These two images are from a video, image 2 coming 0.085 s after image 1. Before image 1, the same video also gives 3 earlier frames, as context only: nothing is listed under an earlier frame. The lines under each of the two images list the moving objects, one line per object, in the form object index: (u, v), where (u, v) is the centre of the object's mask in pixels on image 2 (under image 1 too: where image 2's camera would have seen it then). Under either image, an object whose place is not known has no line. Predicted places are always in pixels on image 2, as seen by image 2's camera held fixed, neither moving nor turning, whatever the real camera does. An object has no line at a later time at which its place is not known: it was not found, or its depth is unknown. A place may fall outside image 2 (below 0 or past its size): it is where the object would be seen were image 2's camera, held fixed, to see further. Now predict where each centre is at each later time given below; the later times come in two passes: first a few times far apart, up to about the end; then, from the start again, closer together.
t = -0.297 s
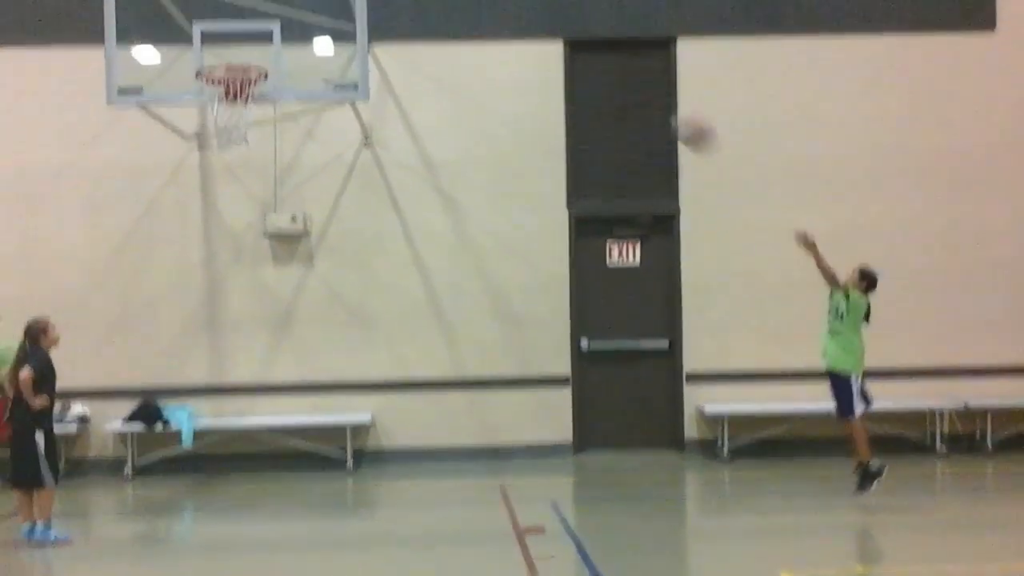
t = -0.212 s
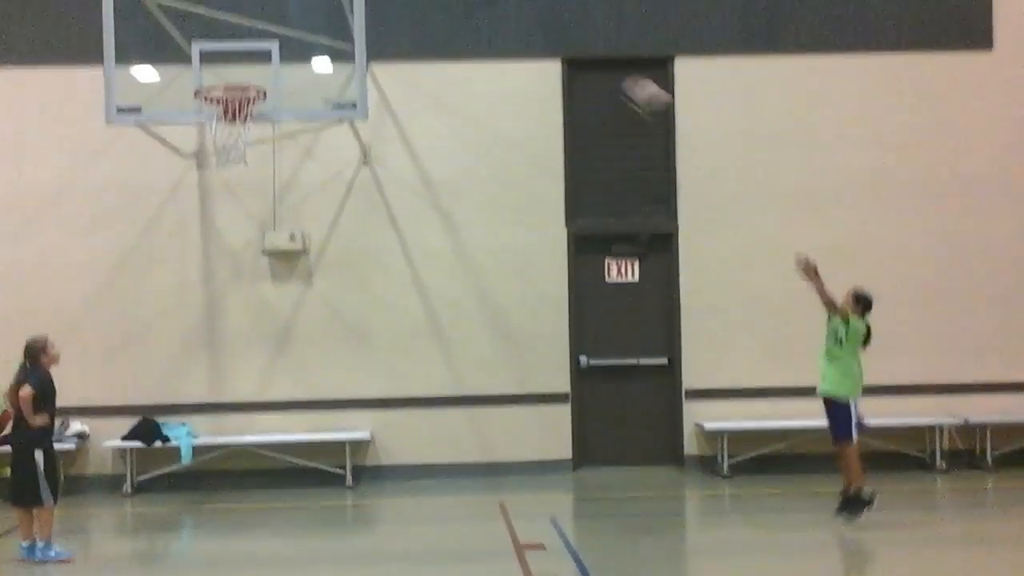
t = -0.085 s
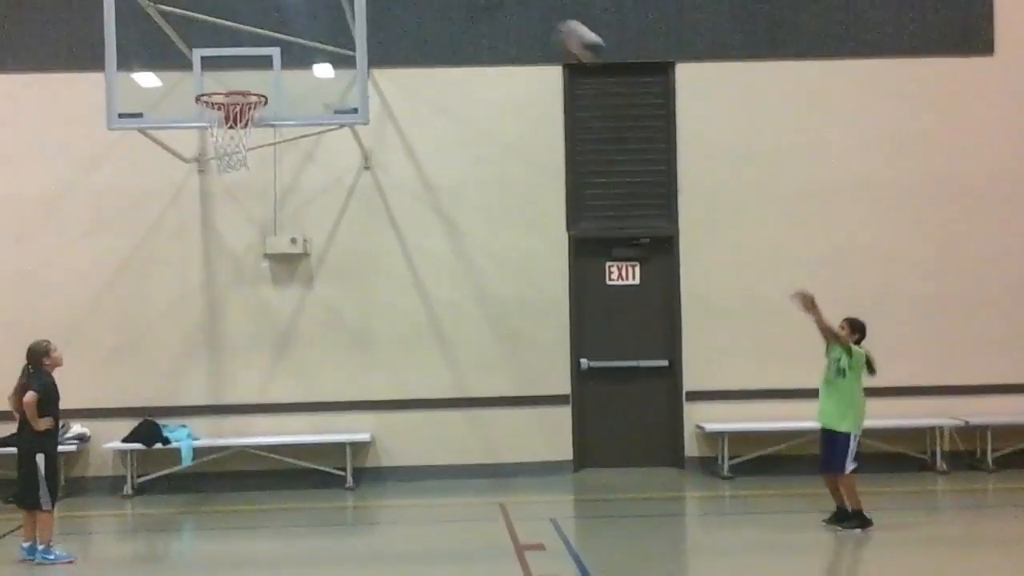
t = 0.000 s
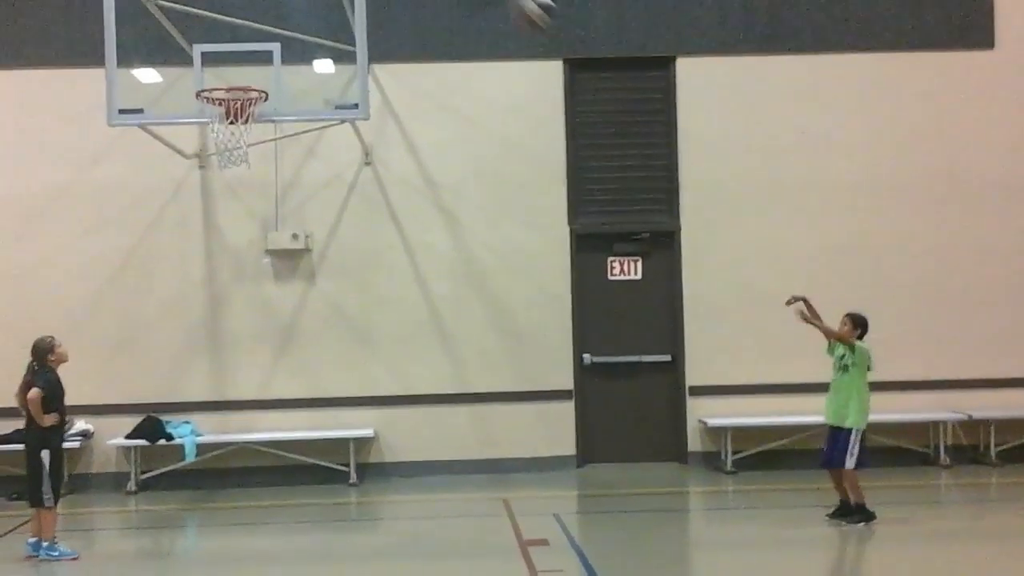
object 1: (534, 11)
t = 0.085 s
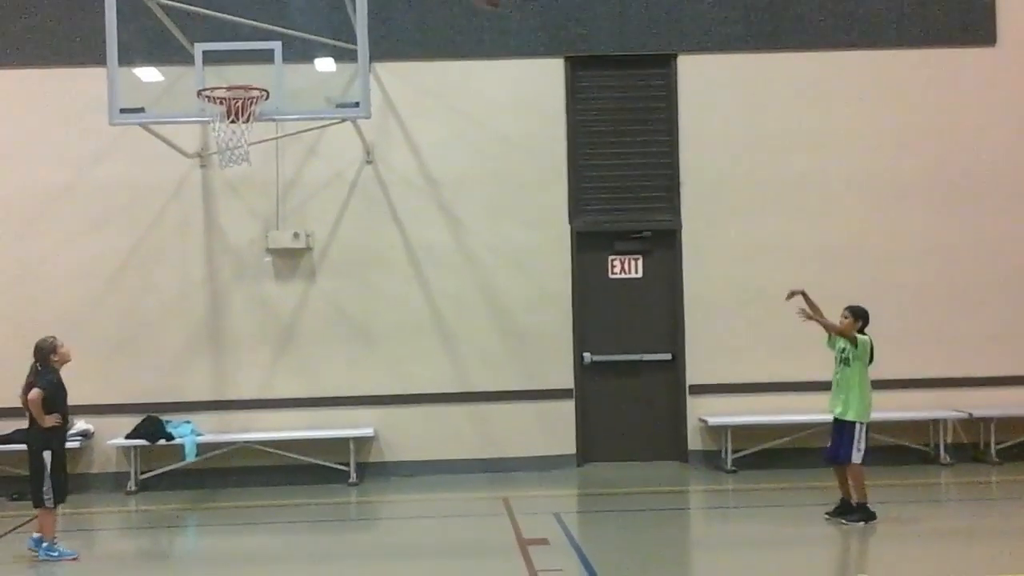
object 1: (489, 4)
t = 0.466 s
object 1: (285, 31)
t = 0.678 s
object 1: (201, 73)
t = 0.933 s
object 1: (154, 91)
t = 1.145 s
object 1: (131, 133)
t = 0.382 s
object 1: (326, 11)
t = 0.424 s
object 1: (309, 16)
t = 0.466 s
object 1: (285, 31)
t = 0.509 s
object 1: (261, 55)
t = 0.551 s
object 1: (241, 71)
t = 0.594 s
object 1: (225, 71)
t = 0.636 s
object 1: (210, 74)
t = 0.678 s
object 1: (201, 73)
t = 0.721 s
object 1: (193, 69)
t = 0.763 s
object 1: (185, 68)
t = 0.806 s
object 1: (176, 70)
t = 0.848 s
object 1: (168, 75)
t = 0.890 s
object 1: (162, 81)
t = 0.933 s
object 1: (154, 91)
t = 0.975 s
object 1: (148, 95)
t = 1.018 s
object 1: (144, 99)
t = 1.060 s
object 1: (140, 107)
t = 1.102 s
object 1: (135, 119)
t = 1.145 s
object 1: (131, 133)
